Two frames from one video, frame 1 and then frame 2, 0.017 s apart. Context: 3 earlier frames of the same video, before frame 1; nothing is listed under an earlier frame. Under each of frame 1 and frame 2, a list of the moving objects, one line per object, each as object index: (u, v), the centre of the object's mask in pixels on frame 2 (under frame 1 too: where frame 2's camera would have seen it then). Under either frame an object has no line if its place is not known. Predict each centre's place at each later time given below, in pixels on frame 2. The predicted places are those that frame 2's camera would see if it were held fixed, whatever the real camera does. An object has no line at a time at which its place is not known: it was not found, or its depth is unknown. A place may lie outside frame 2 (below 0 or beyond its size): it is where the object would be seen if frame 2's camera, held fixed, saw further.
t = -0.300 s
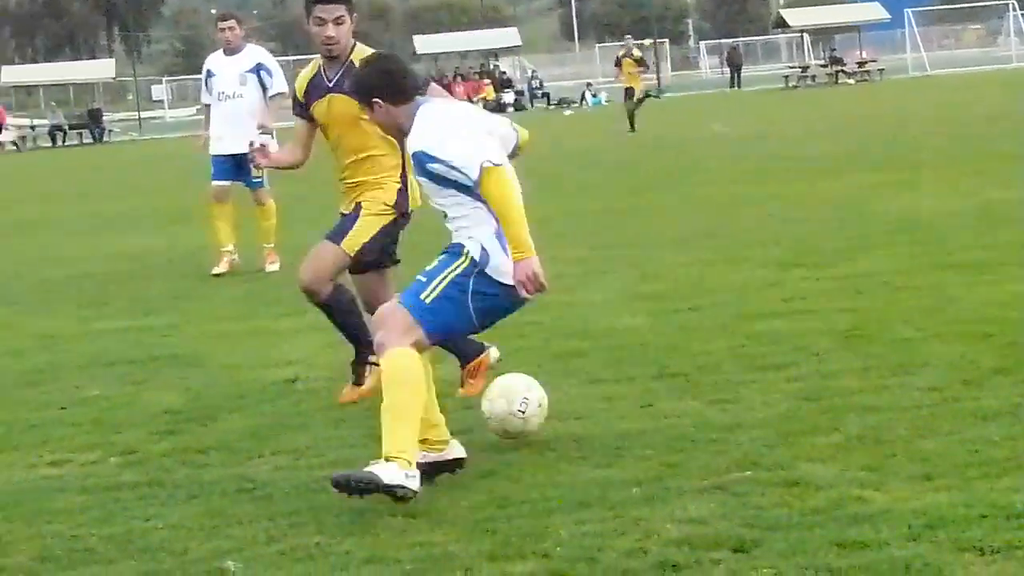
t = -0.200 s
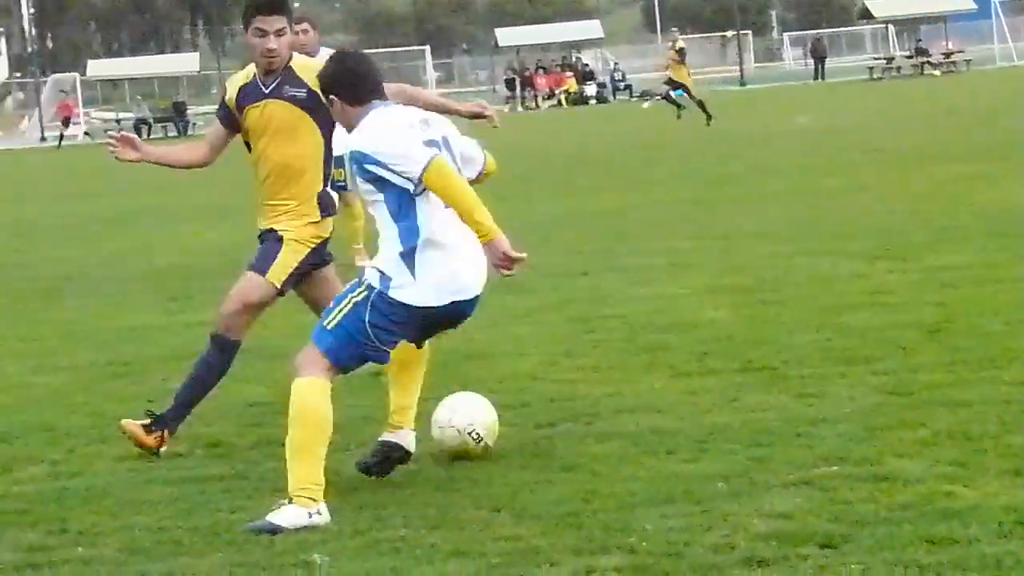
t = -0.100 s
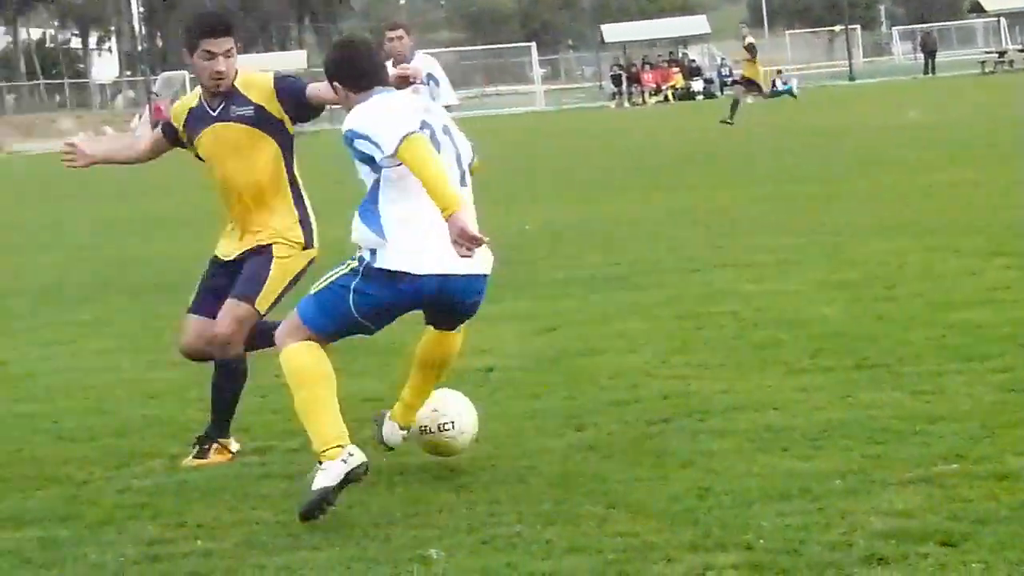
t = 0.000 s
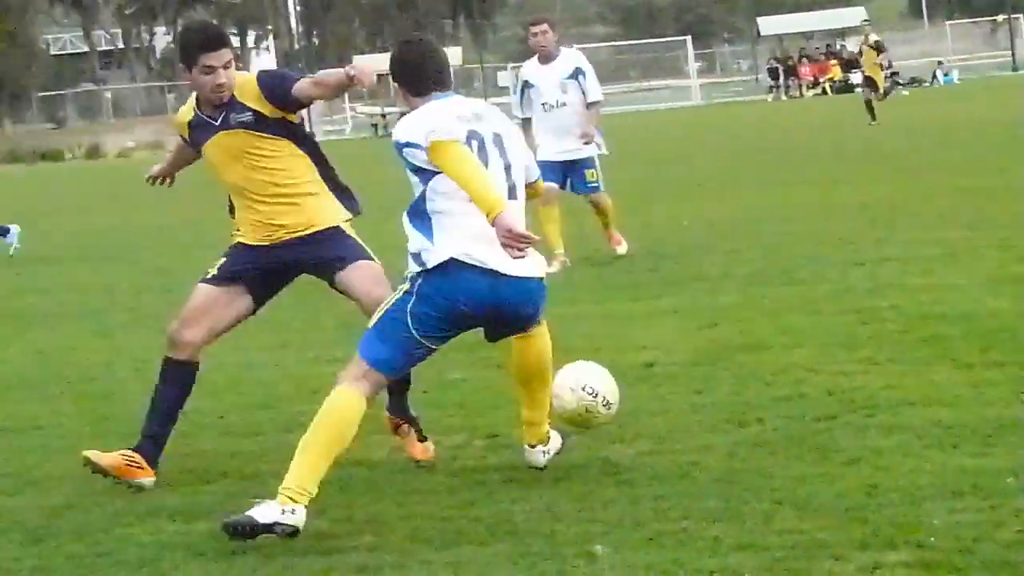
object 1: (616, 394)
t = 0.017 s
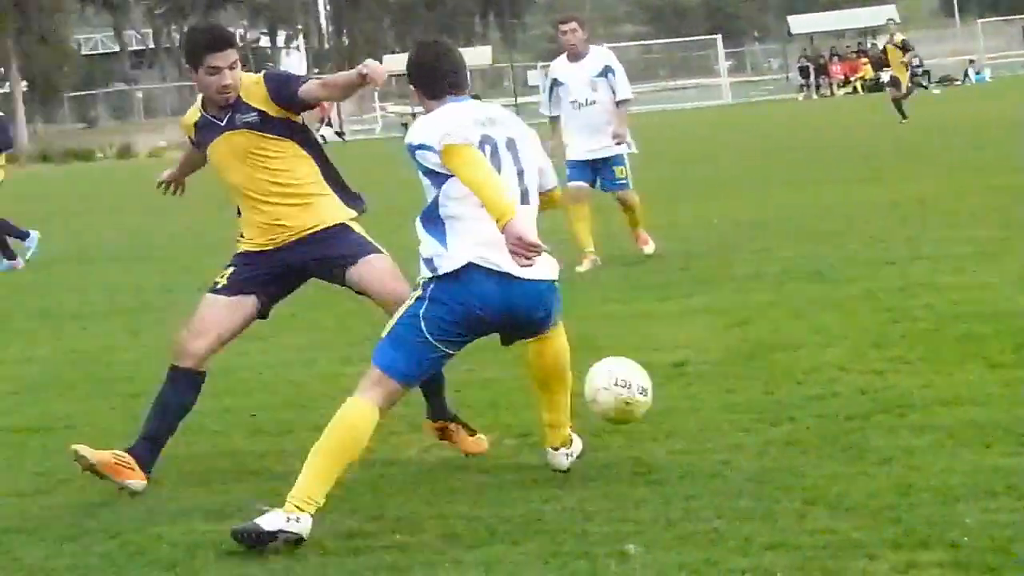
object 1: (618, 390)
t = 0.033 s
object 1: (621, 387)
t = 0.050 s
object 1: (624, 386)
